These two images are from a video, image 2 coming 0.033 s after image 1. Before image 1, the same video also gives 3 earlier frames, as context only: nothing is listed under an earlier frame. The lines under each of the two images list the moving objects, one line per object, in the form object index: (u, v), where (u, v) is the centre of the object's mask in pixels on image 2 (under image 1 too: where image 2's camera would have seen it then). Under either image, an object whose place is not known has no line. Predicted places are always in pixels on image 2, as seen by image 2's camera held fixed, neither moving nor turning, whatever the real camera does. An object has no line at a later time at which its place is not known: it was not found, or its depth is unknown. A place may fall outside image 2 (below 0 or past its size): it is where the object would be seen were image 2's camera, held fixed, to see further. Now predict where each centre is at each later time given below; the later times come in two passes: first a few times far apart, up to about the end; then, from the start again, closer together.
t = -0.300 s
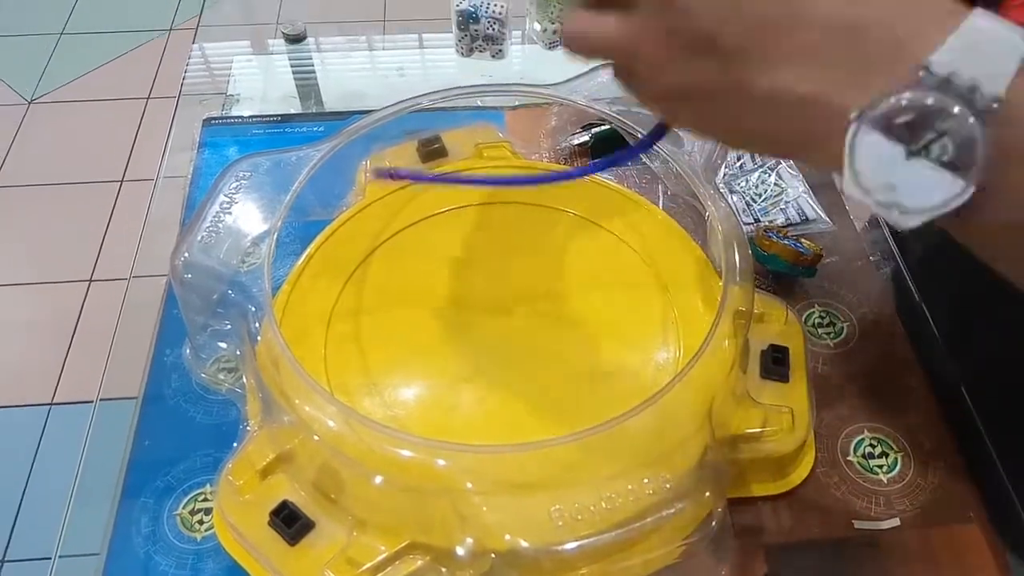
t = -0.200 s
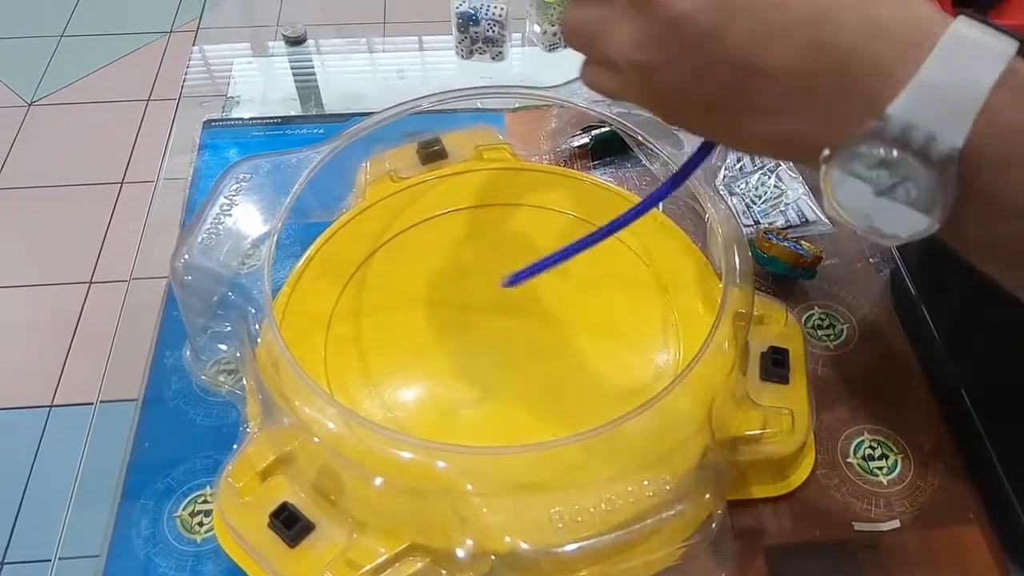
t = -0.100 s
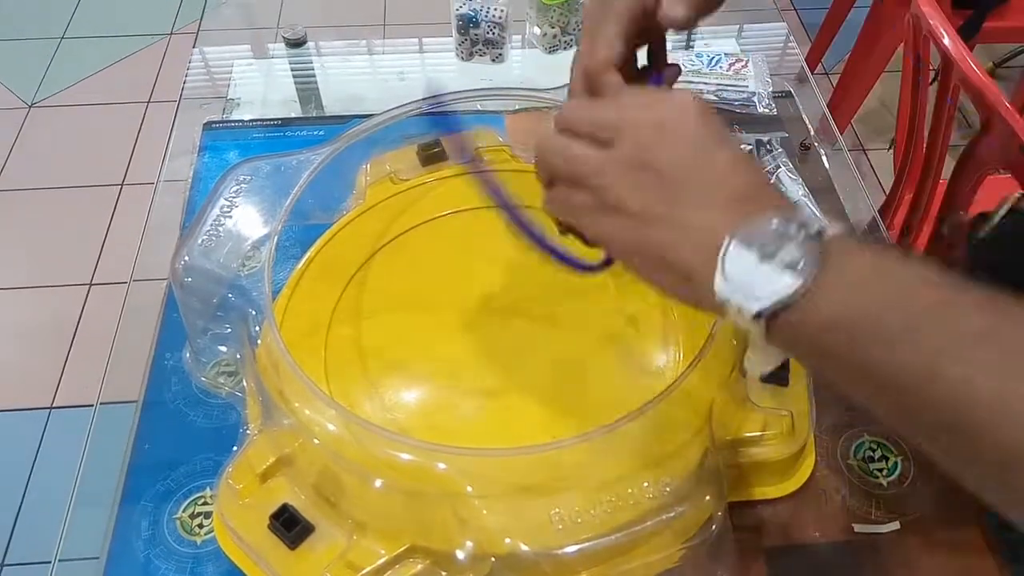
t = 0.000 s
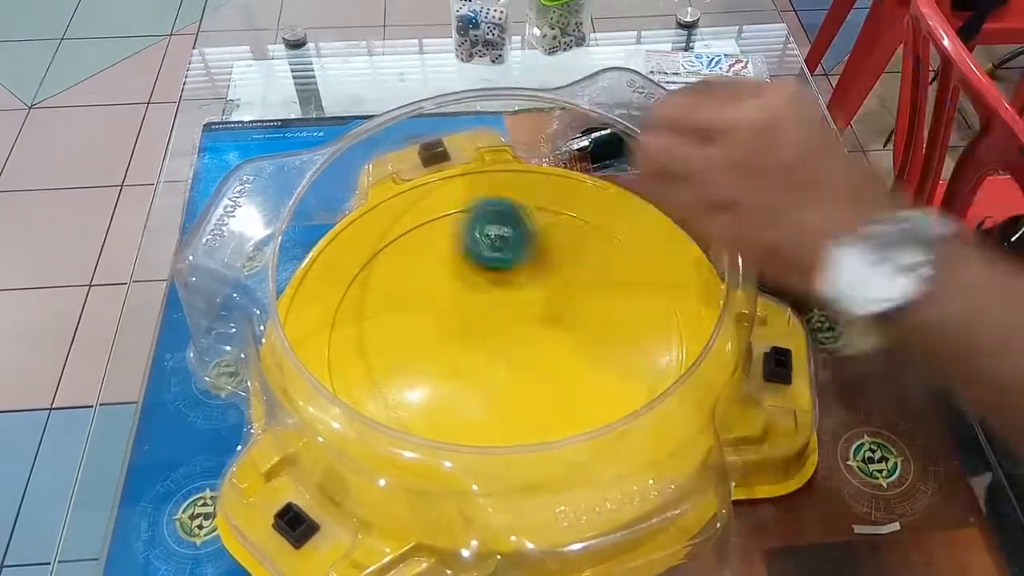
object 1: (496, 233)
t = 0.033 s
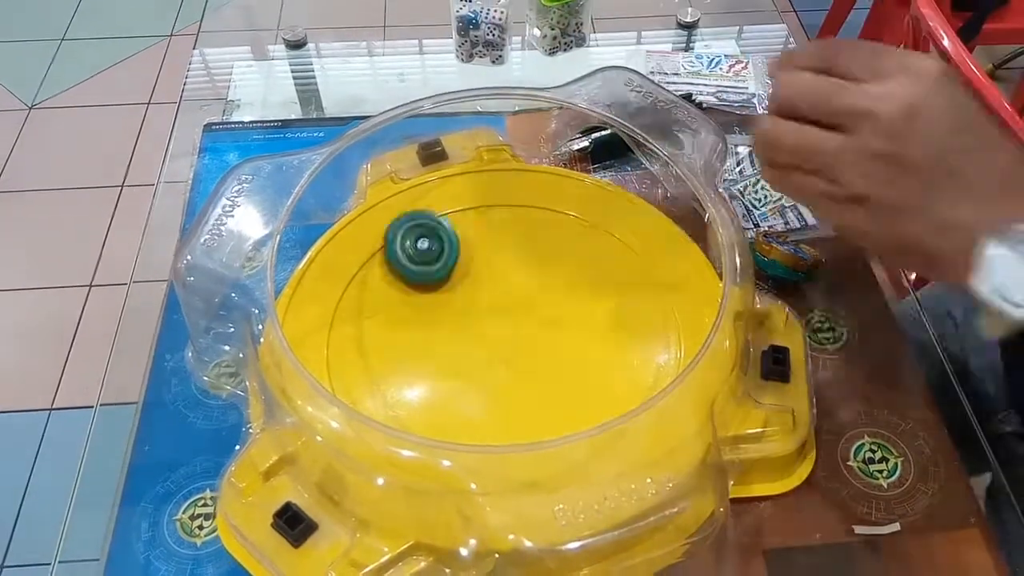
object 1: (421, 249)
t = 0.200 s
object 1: (491, 306)
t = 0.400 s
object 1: (500, 300)
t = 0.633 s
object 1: (481, 345)
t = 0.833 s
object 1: (515, 338)
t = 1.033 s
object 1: (494, 317)
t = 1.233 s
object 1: (489, 339)
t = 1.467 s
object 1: (509, 332)
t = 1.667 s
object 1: (487, 330)
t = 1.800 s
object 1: (500, 338)
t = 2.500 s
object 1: (494, 326)
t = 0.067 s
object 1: (414, 280)
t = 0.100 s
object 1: (417, 326)
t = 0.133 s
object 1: (444, 356)
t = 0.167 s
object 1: (486, 334)
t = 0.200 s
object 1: (491, 306)
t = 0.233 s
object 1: (500, 289)
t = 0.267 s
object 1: (513, 292)
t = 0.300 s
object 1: (521, 297)
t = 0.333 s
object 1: (519, 301)
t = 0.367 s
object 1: (511, 300)
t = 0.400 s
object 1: (500, 300)
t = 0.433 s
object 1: (490, 301)
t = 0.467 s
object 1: (483, 304)
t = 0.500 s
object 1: (476, 307)
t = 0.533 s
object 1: (469, 314)
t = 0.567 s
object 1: (469, 324)
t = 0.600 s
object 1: (474, 334)
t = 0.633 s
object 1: (481, 345)
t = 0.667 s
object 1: (491, 348)
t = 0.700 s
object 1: (497, 349)
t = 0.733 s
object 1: (504, 348)
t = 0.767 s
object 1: (510, 346)
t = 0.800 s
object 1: (513, 342)
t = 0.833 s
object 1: (515, 338)
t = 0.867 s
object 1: (515, 332)
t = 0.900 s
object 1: (514, 327)
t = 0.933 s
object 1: (510, 322)
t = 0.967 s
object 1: (505, 319)
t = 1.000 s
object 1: (500, 318)
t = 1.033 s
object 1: (494, 317)
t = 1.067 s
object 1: (488, 316)
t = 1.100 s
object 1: (483, 319)
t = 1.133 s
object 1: (482, 324)
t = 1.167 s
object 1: (484, 330)
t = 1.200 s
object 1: (487, 335)
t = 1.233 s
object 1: (489, 339)
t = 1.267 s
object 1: (493, 343)
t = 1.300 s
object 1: (498, 343)
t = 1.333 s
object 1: (503, 341)
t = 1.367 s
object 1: (507, 338)
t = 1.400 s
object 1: (511, 335)
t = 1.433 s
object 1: (512, 333)
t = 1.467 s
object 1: (509, 332)
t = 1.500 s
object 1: (504, 328)
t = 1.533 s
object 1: (498, 325)
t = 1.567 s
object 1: (494, 323)
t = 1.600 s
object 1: (489, 325)
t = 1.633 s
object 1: (487, 328)
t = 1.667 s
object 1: (487, 330)
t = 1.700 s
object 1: (490, 332)
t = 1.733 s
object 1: (491, 335)
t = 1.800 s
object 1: (500, 338)
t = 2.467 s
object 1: (497, 325)
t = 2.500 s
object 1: (494, 326)
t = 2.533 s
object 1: (491, 327)
